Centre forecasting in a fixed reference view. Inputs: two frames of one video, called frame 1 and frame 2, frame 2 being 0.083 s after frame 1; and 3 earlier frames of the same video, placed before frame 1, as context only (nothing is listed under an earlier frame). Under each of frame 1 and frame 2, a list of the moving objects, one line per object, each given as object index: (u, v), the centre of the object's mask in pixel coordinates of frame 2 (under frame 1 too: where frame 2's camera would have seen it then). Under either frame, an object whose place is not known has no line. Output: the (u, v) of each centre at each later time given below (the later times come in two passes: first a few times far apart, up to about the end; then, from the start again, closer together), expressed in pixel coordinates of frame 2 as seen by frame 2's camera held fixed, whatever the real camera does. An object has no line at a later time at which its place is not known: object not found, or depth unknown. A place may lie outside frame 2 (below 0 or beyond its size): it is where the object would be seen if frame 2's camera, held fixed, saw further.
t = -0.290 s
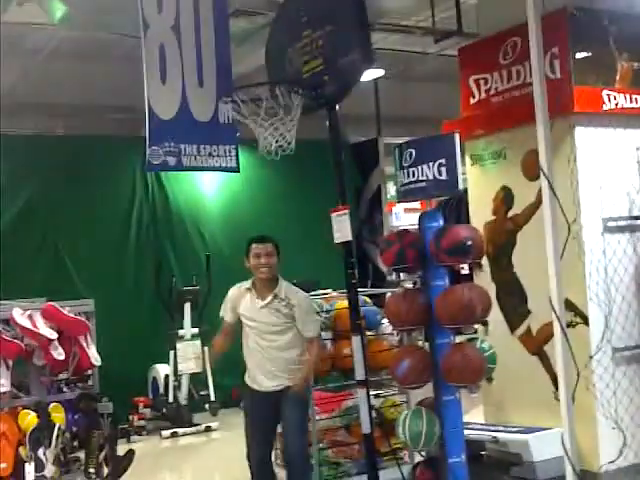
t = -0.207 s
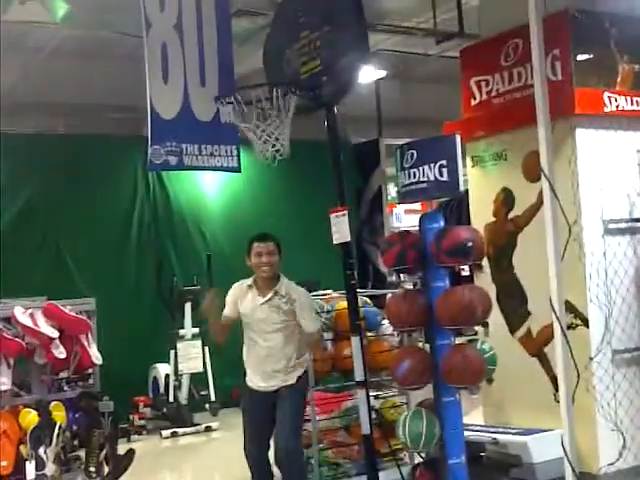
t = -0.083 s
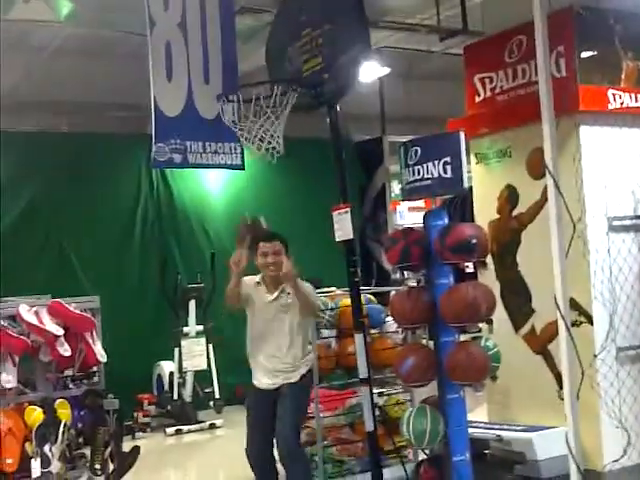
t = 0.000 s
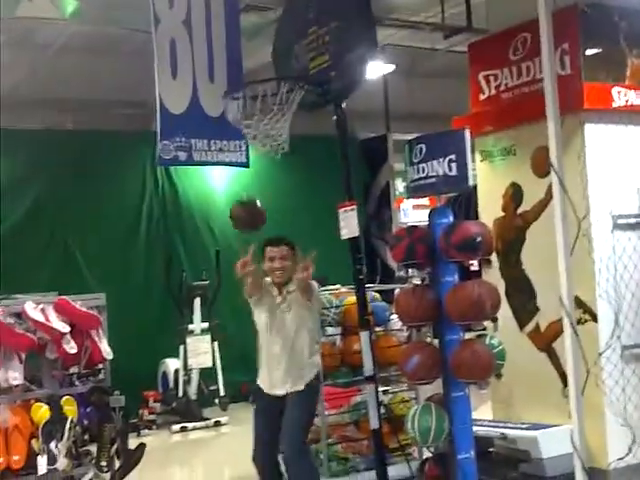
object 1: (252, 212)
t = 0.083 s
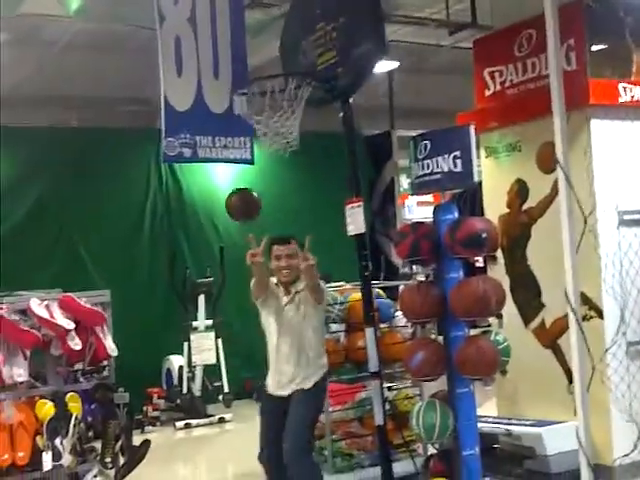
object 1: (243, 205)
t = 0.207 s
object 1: (231, 212)
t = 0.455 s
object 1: (215, 285)
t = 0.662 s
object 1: (202, 409)
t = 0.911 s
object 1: (176, 345)
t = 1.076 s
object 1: (157, 298)
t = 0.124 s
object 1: (239, 205)
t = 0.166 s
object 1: (235, 208)
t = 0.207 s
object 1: (231, 212)
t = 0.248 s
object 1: (227, 220)
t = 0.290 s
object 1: (224, 229)
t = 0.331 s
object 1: (221, 241)
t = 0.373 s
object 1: (218, 253)
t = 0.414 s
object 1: (215, 268)
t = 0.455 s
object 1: (215, 285)
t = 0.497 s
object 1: (211, 306)
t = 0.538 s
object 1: (209, 328)
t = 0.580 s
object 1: (207, 357)
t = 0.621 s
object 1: (203, 383)
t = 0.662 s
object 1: (202, 409)
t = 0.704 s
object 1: (201, 446)
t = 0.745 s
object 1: (198, 446)
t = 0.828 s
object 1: (190, 395)
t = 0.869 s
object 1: (180, 367)
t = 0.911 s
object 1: (176, 345)
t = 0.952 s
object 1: (170, 331)
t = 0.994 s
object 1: (166, 320)
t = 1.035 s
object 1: (162, 307)
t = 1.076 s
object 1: (157, 298)
